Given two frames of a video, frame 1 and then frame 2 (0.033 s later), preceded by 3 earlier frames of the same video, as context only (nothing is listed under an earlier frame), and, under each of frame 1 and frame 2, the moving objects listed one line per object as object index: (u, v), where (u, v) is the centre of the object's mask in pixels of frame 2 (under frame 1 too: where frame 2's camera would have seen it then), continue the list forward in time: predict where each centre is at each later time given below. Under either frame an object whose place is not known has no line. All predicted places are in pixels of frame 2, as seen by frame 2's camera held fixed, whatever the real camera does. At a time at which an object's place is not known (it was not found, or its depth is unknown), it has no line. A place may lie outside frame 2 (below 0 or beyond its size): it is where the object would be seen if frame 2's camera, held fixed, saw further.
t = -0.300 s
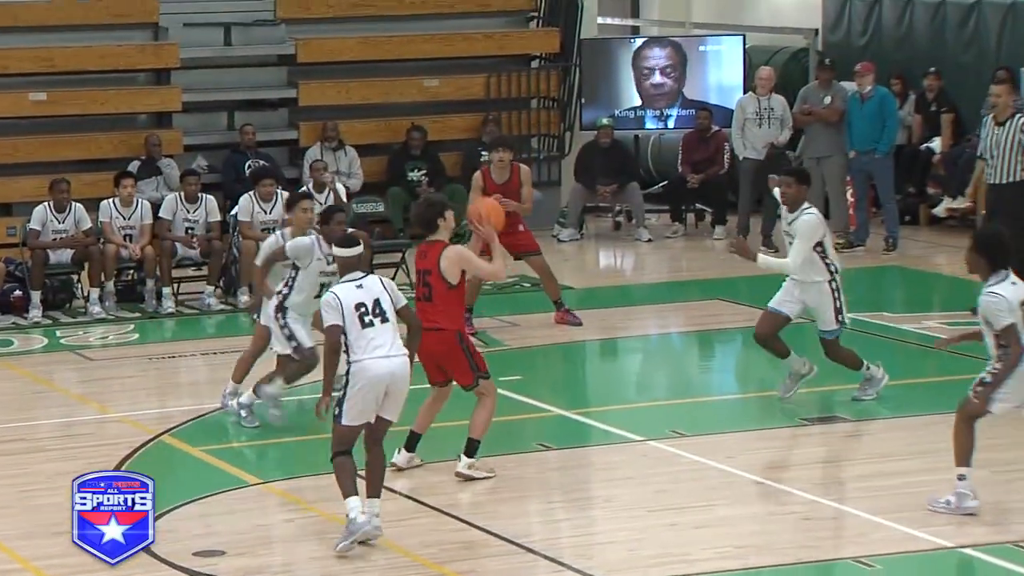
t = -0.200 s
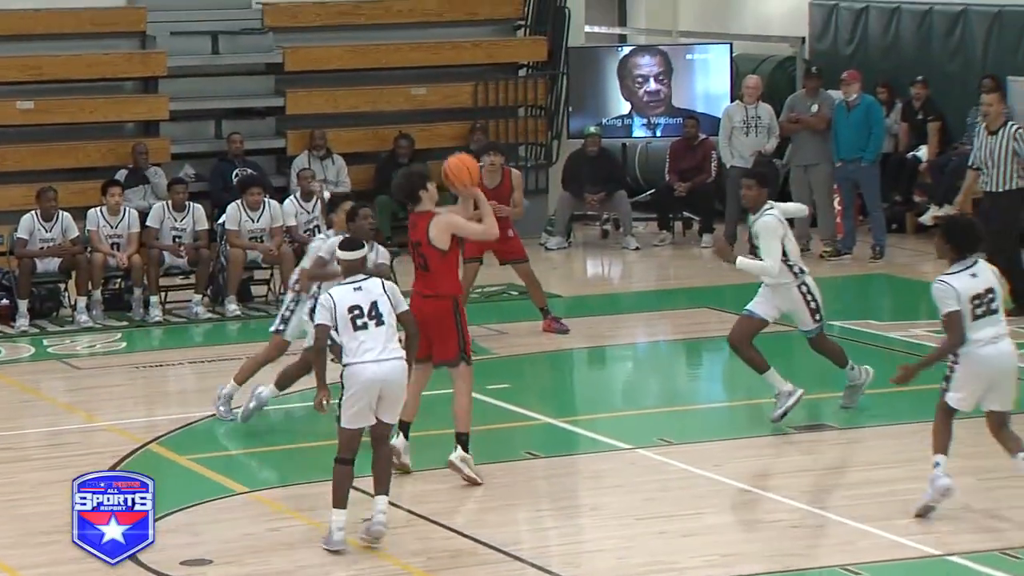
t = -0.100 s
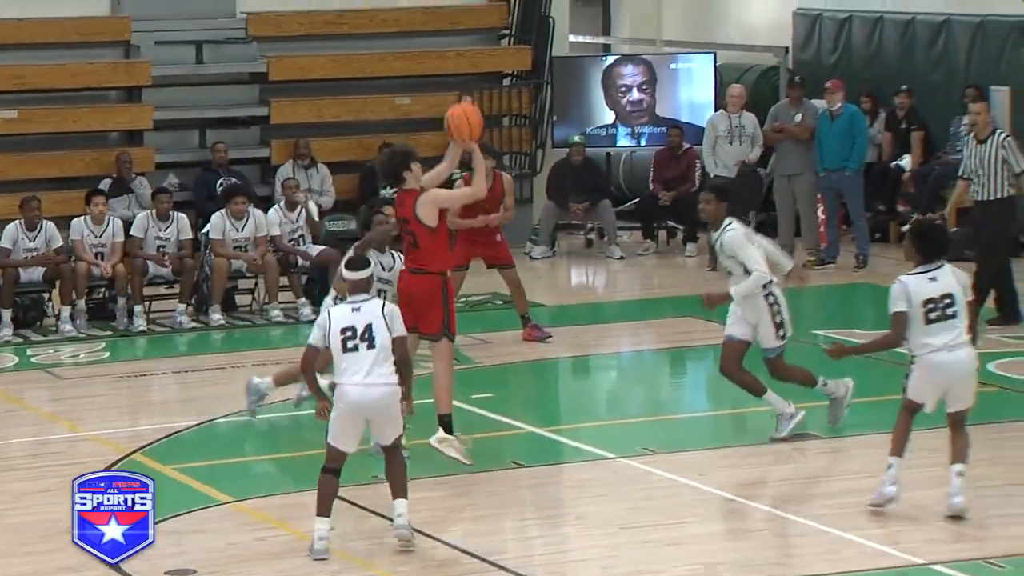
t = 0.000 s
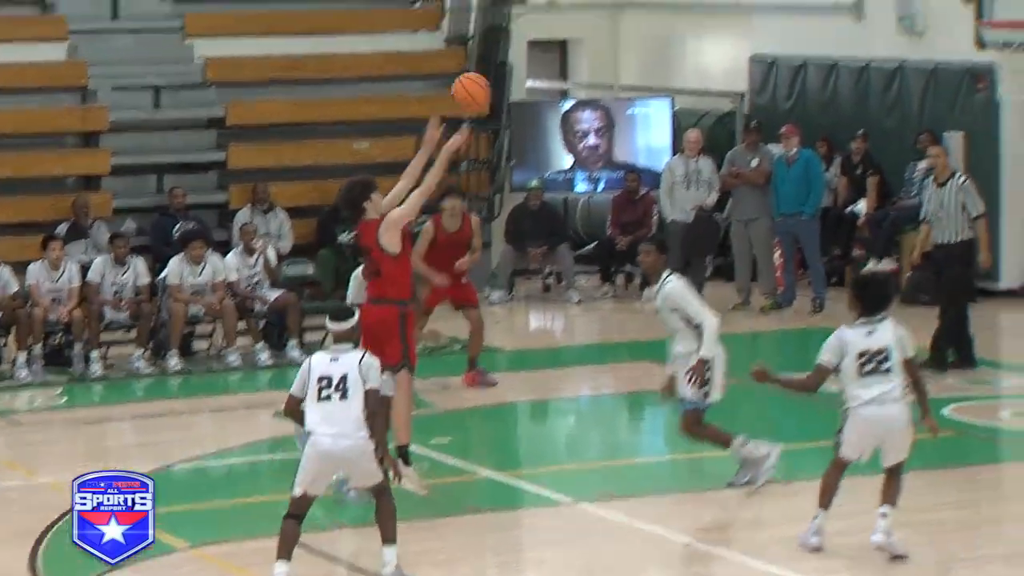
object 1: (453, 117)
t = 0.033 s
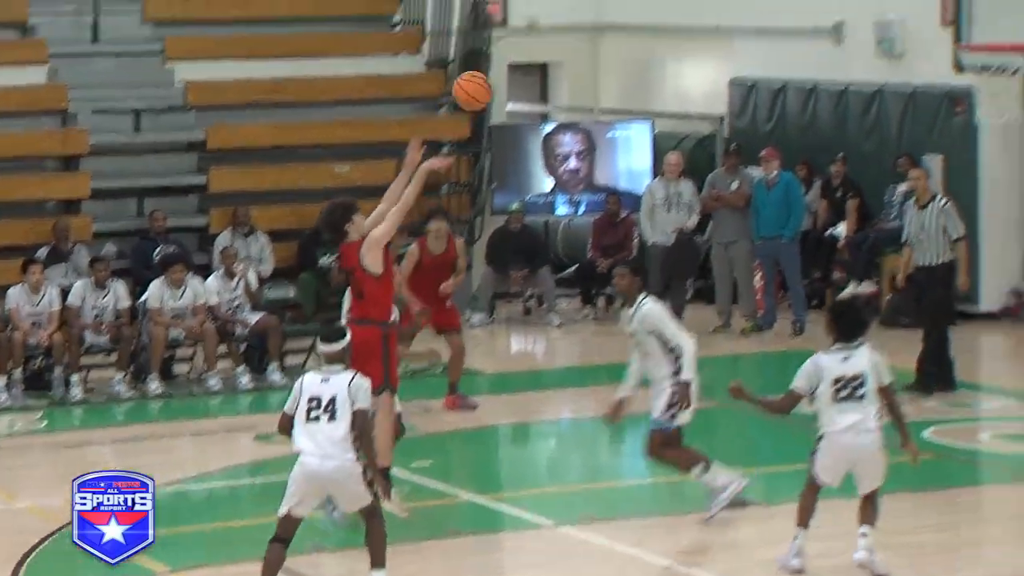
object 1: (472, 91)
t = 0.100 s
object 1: (513, 47)
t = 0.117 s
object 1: (523, 37)
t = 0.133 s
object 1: (533, 28)
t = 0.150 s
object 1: (544, 19)
